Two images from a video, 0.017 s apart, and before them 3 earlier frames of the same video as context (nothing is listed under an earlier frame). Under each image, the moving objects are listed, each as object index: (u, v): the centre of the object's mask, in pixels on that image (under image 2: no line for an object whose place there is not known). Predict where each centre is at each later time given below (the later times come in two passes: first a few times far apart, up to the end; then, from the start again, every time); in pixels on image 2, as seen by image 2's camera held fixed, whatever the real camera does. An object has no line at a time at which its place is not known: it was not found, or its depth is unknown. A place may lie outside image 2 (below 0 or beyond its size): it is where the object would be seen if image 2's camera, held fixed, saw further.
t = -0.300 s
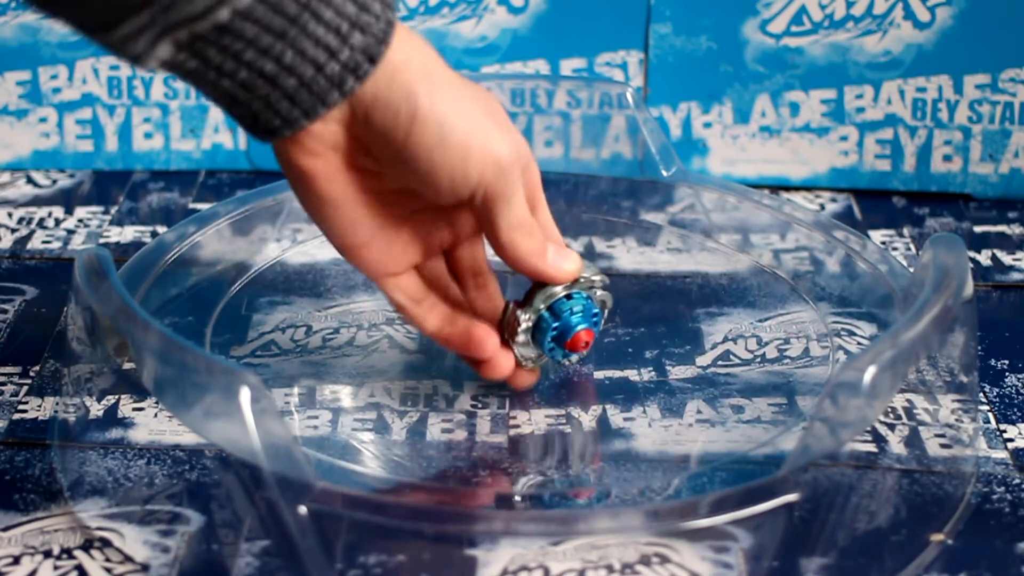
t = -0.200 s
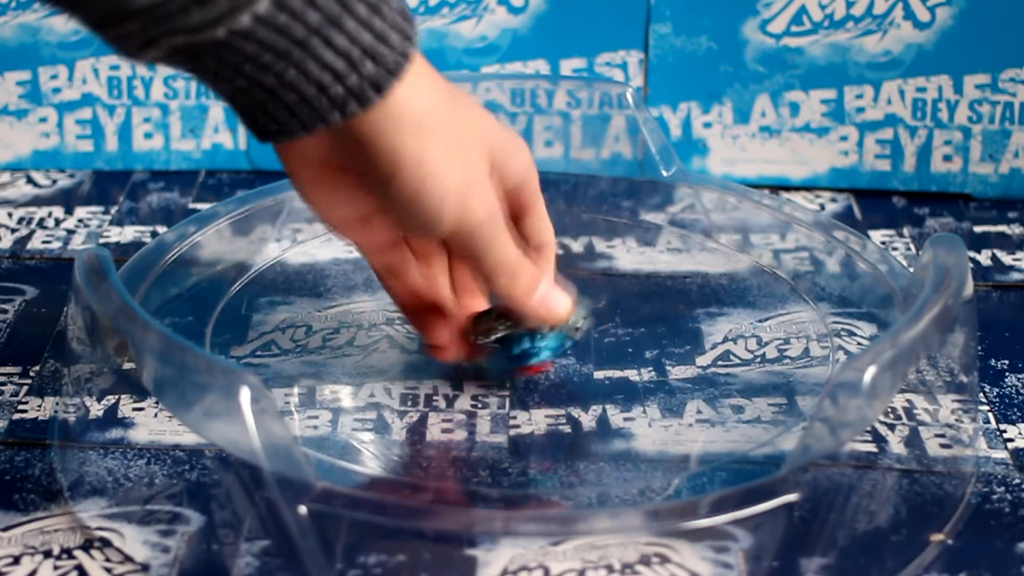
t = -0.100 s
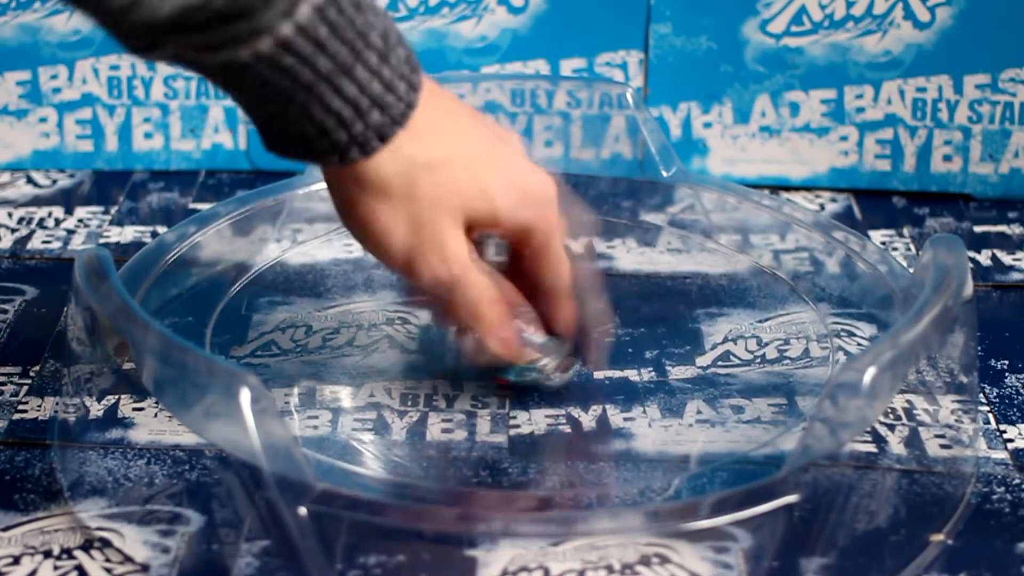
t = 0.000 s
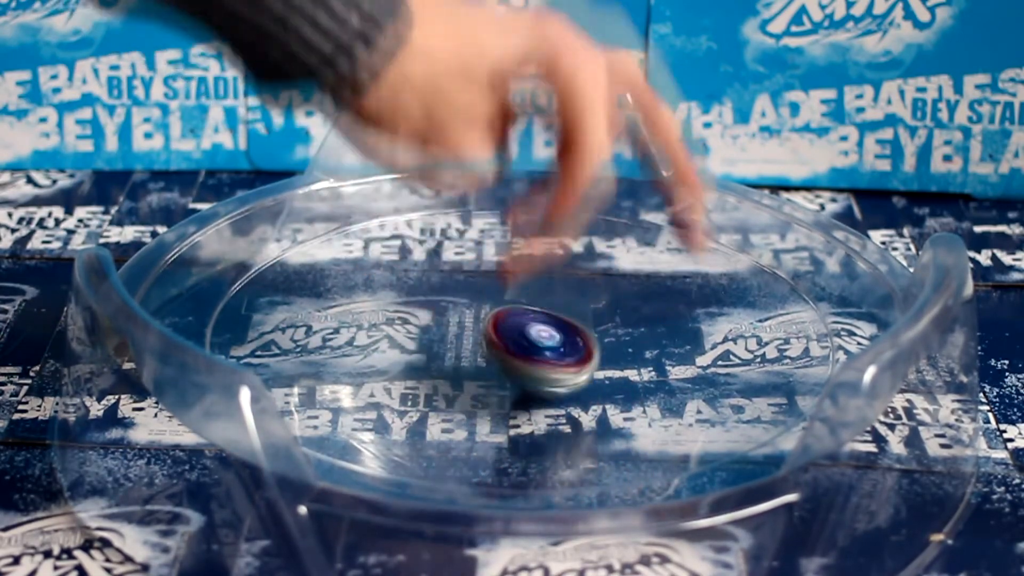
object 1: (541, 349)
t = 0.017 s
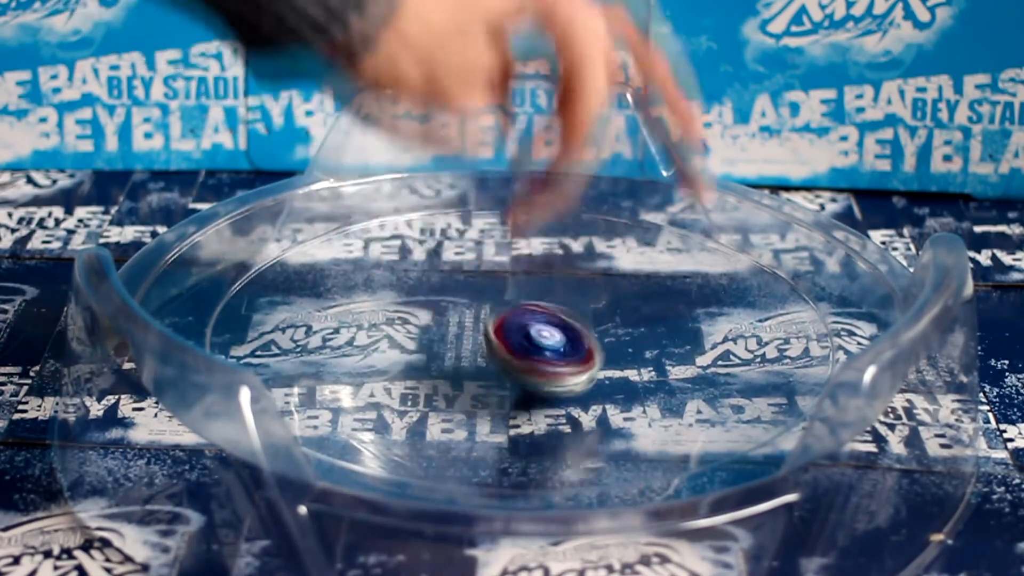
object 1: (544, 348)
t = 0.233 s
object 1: (583, 303)
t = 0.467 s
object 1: (538, 262)
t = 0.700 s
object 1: (511, 317)
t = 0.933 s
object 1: (575, 362)
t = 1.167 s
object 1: (650, 354)
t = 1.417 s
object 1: (553, 335)
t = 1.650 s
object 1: (447, 340)
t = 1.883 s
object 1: (439, 361)
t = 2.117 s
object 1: (518, 337)
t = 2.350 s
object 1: (541, 294)
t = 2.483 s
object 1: (521, 278)
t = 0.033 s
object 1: (545, 349)
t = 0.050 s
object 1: (546, 346)
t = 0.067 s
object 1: (550, 343)
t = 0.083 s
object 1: (553, 340)
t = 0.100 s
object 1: (558, 336)
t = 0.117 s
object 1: (564, 332)
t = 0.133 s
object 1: (567, 329)
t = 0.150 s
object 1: (570, 325)
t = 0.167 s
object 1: (573, 320)
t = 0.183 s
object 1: (577, 315)
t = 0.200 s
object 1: (580, 312)
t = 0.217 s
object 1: (581, 308)
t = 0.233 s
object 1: (583, 303)
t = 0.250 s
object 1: (584, 298)
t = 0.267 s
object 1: (585, 295)
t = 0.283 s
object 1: (585, 291)
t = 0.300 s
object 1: (584, 287)
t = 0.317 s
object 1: (583, 283)
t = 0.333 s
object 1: (582, 279)
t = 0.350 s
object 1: (579, 275)
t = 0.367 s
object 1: (576, 271)
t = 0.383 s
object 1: (571, 268)
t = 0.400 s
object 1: (565, 266)
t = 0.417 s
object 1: (559, 263)
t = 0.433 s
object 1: (554, 262)
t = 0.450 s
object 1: (546, 261)
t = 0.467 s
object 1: (538, 262)
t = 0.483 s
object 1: (532, 264)
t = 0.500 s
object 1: (525, 267)
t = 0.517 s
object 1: (519, 270)
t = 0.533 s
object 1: (515, 275)
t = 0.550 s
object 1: (512, 278)
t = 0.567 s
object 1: (510, 281)
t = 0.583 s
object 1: (507, 286)
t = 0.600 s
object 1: (506, 292)
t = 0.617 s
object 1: (505, 296)
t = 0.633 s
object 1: (506, 300)
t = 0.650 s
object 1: (506, 304)
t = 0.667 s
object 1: (508, 310)
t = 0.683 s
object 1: (509, 312)
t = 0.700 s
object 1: (511, 317)
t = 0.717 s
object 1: (514, 321)
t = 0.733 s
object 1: (517, 326)
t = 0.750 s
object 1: (520, 329)
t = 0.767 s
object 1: (523, 332)
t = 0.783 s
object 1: (528, 336)
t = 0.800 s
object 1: (533, 340)
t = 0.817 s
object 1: (537, 343)
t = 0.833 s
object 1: (541, 346)
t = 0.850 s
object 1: (546, 349)
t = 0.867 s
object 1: (552, 352)
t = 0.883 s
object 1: (558, 355)
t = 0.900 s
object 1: (563, 358)
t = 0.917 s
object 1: (568, 360)
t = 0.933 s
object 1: (575, 362)
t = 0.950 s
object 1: (582, 364)
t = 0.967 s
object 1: (588, 366)
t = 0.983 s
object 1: (593, 368)
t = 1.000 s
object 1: (604, 368)
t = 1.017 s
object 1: (609, 368)
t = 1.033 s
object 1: (615, 370)
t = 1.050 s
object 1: (624, 369)
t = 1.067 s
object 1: (631, 367)
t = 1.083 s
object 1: (636, 367)
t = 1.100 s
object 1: (642, 365)
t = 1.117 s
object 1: (649, 362)
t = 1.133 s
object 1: (651, 358)
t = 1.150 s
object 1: (651, 357)
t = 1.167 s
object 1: (650, 354)
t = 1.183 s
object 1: (650, 351)
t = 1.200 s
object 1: (647, 349)
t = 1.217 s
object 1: (643, 346)
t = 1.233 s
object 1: (638, 345)
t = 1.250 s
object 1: (632, 343)
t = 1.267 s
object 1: (624, 341)
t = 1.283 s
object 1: (618, 342)
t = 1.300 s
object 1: (612, 339)
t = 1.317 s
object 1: (603, 339)
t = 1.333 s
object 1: (594, 337)
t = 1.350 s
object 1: (589, 337)
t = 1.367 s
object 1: (580, 337)
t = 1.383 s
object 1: (571, 339)
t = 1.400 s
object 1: (562, 336)
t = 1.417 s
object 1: (553, 335)
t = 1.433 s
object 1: (546, 335)
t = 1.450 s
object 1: (540, 337)
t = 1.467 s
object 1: (530, 335)
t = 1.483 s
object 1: (519, 335)
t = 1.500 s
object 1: (512, 336)
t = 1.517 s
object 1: (508, 336)
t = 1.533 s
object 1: (496, 336)
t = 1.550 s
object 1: (490, 337)
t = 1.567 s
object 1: (482, 337)
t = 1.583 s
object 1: (474, 337)
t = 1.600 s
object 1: (470, 339)
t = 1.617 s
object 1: (461, 338)
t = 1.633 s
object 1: (453, 339)
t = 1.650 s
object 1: (447, 340)
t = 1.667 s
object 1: (442, 342)
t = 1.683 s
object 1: (435, 343)
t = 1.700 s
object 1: (429, 344)
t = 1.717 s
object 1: (426, 348)
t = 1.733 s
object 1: (423, 349)
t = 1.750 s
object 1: (420, 352)
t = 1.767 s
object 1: (420, 353)
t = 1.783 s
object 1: (420, 355)
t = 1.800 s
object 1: (421, 356)
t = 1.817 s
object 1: (423, 358)
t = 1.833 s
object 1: (425, 360)
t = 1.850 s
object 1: (430, 361)
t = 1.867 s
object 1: (434, 362)
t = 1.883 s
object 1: (439, 361)
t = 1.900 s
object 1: (443, 363)
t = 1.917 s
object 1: (450, 364)
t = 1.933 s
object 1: (460, 362)
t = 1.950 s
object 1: (466, 362)
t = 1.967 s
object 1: (472, 360)
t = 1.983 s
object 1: (479, 358)
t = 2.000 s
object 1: (483, 358)
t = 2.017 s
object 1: (491, 357)
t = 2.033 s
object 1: (498, 353)
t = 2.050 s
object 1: (501, 351)
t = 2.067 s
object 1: (505, 348)
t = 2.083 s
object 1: (508, 345)
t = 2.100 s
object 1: (512, 341)
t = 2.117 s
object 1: (518, 337)
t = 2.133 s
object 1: (521, 335)
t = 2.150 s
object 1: (523, 334)
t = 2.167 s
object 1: (527, 330)
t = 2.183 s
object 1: (530, 326)
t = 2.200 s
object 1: (532, 323)
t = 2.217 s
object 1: (534, 320)
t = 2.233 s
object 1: (535, 317)
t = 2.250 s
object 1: (538, 313)
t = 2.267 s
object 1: (540, 309)
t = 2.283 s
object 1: (540, 307)
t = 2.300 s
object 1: (541, 303)
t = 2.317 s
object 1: (541, 300)
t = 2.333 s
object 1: (541, 297)
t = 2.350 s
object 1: (541, 294)
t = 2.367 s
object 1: (540, 292)
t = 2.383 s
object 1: (538, 289)
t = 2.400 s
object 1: (536, 285)
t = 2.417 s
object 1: (534, 283)
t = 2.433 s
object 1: (531, 281)
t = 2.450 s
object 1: (526, 280)
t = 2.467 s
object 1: (523, 278)
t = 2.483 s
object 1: (521, 278)
